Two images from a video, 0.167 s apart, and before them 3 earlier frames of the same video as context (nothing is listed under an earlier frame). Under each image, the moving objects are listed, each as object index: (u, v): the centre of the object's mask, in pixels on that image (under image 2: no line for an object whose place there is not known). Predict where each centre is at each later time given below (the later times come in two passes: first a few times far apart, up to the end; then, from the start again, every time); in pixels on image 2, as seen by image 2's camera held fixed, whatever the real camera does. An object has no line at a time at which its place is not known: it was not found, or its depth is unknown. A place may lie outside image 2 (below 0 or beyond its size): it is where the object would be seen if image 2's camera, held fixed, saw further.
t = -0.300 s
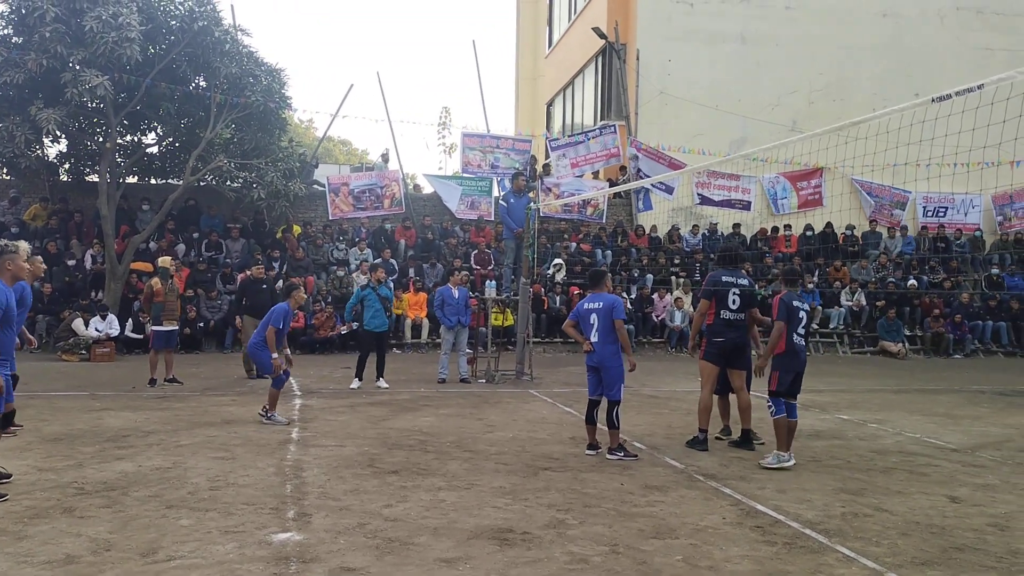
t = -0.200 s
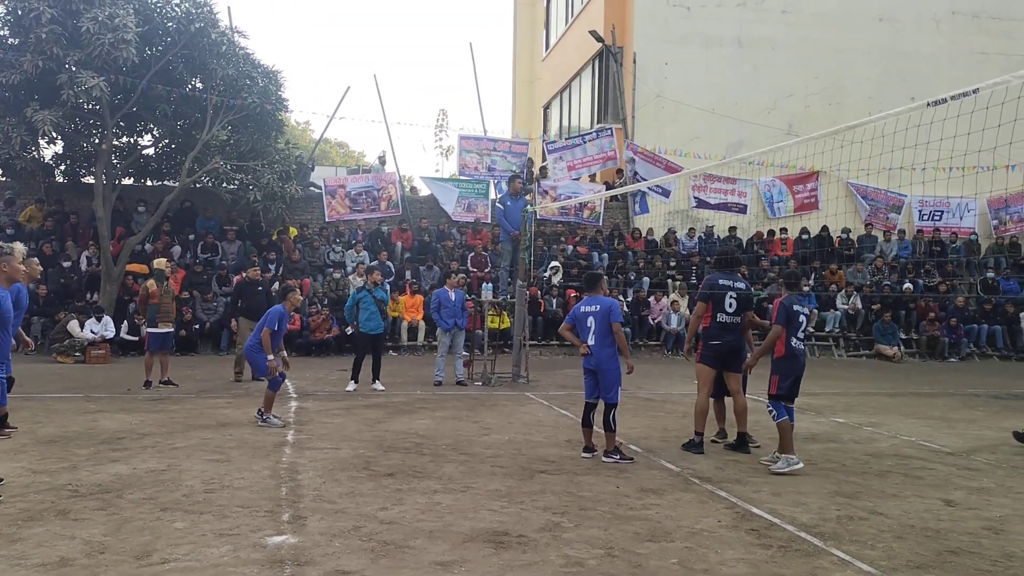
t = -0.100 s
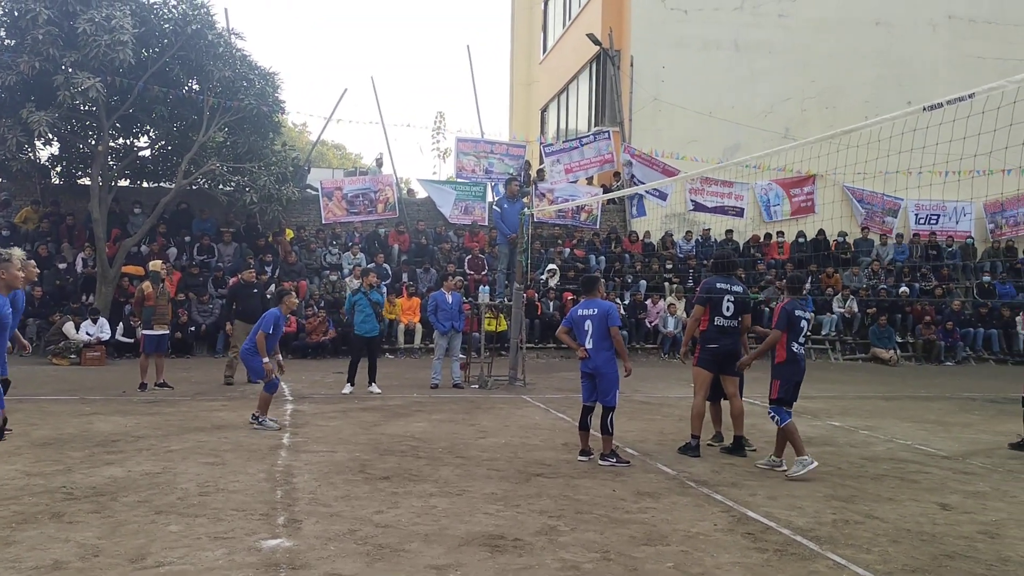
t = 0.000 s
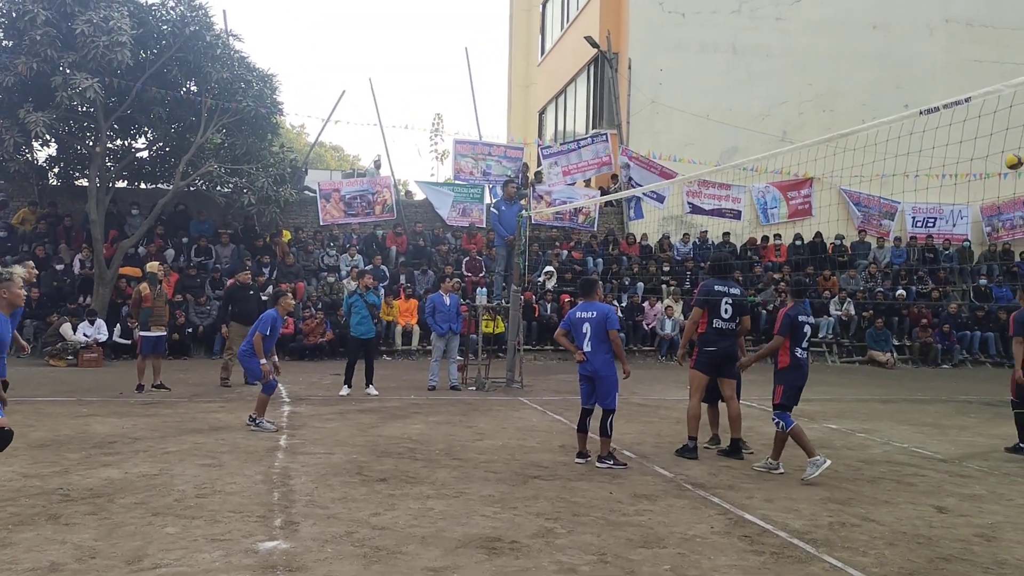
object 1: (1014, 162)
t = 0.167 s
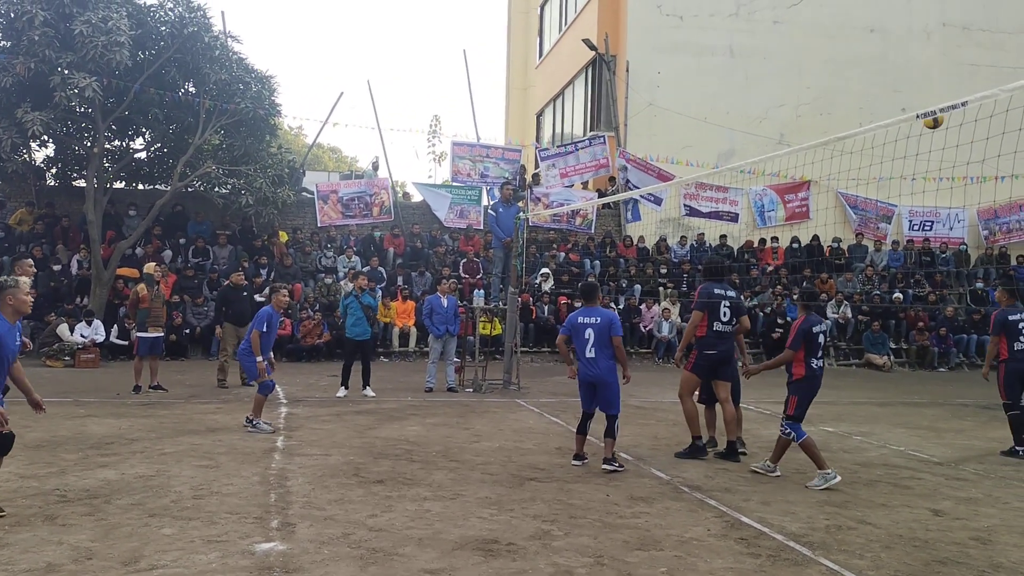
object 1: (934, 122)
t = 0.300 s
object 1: (859, 95)
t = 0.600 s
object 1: (629, 100)
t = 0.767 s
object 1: (438, 157)
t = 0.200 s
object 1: (914, 109)
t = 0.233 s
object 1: (898, 106)
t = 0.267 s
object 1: (879, 101)
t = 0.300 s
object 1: (859, 95)
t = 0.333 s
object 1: (838, 92)
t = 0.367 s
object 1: (817, 89)
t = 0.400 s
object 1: (794, 87)
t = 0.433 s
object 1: (770, 86)
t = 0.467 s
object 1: (745, 86)
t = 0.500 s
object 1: (718, 87)
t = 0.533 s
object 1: (690, 90)
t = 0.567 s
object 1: (661, 94)
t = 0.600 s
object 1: (629, 100)
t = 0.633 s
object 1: (596, 106)
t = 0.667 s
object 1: (560, 116)
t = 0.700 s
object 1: (522, 128)
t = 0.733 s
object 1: (482, 141)
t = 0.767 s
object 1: (438, 157)
